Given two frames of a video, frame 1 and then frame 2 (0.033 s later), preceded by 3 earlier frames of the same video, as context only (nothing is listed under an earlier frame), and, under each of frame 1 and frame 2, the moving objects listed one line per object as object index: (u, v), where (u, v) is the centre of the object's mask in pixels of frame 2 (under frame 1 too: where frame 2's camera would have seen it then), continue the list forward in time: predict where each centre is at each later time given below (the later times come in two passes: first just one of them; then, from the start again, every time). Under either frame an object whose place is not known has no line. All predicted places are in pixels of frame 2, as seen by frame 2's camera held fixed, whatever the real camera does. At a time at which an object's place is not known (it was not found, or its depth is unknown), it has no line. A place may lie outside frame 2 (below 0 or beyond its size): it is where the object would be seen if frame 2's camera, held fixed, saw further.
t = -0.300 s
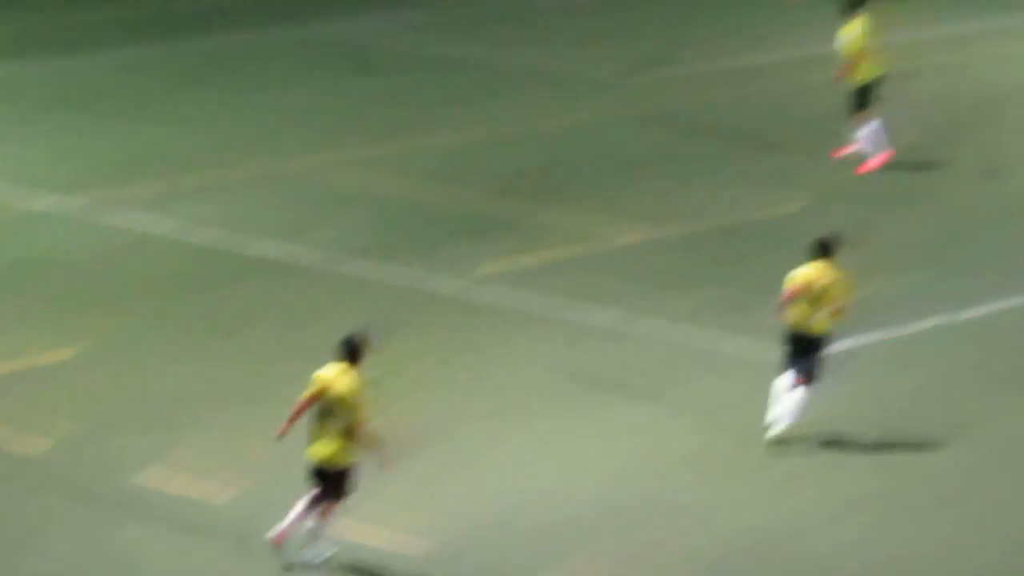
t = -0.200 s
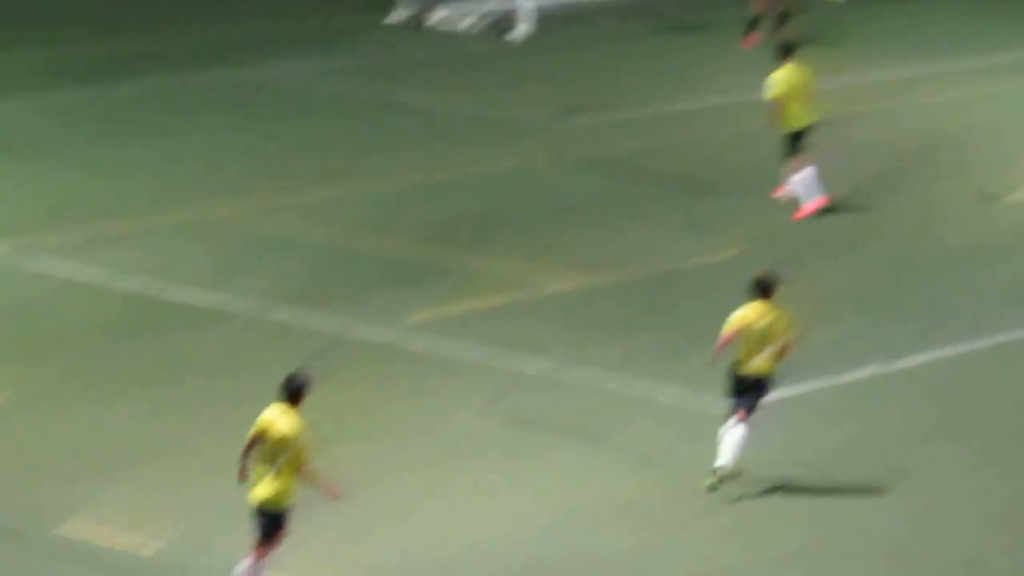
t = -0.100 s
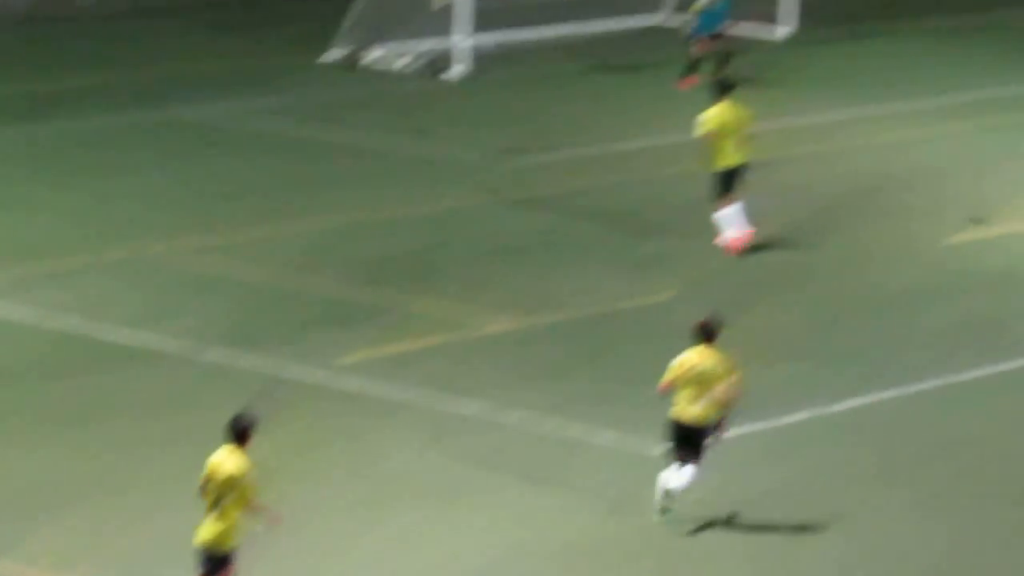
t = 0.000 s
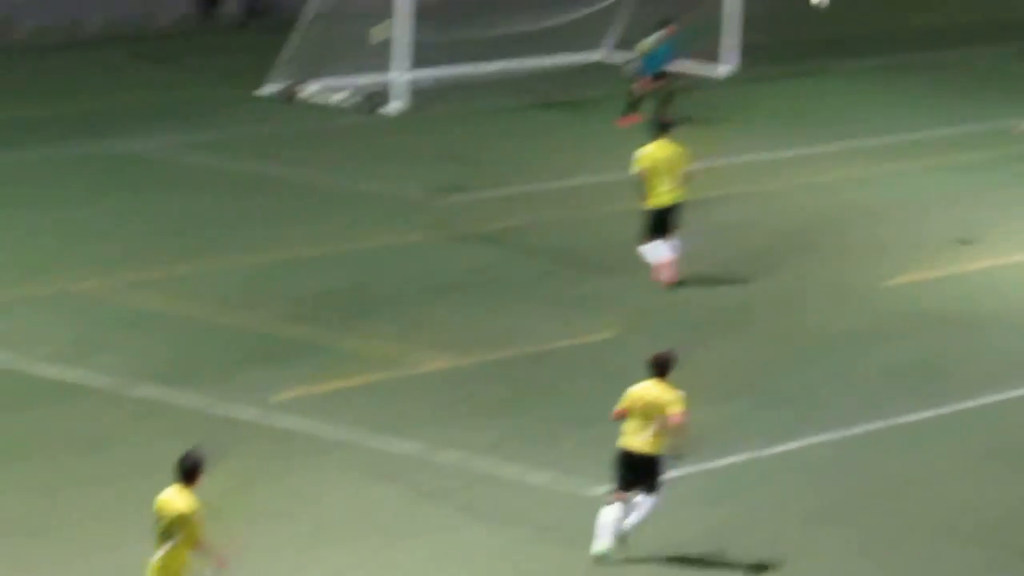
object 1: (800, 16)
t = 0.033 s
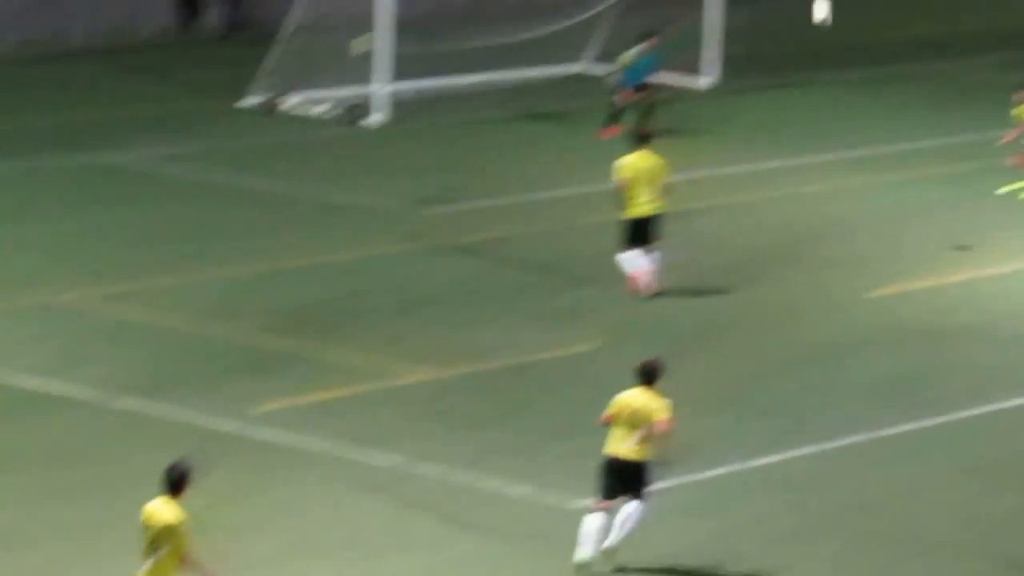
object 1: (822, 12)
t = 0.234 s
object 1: (945, 70)
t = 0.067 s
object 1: (843, 19)
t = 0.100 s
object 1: (864, 28)
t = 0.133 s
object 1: (885, 36)
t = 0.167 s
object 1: (906, 47)
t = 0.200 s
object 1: (926, 58)
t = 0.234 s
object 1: (945, 70)
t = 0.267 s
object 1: (963, 82)
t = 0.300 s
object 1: (982, 95)
